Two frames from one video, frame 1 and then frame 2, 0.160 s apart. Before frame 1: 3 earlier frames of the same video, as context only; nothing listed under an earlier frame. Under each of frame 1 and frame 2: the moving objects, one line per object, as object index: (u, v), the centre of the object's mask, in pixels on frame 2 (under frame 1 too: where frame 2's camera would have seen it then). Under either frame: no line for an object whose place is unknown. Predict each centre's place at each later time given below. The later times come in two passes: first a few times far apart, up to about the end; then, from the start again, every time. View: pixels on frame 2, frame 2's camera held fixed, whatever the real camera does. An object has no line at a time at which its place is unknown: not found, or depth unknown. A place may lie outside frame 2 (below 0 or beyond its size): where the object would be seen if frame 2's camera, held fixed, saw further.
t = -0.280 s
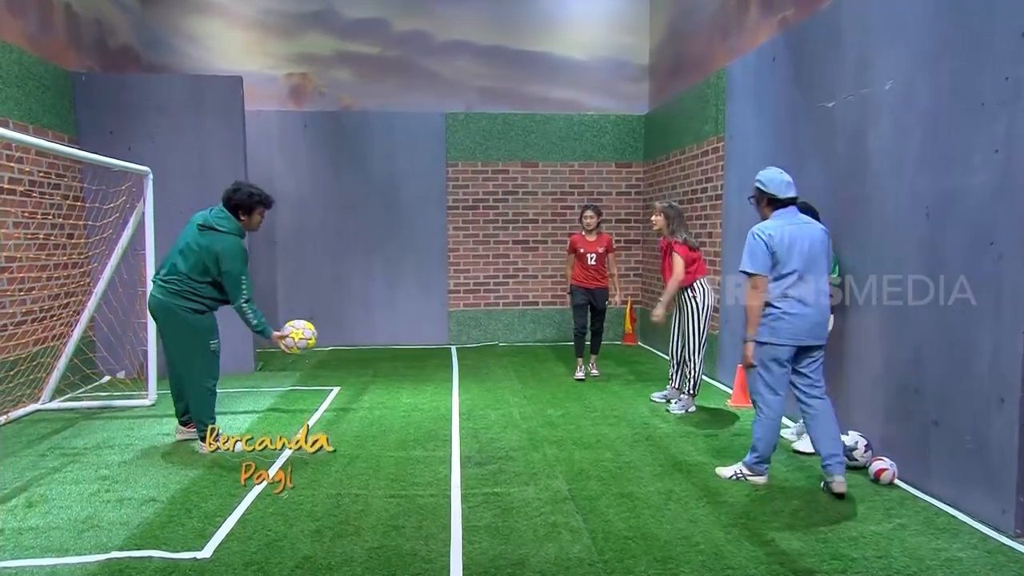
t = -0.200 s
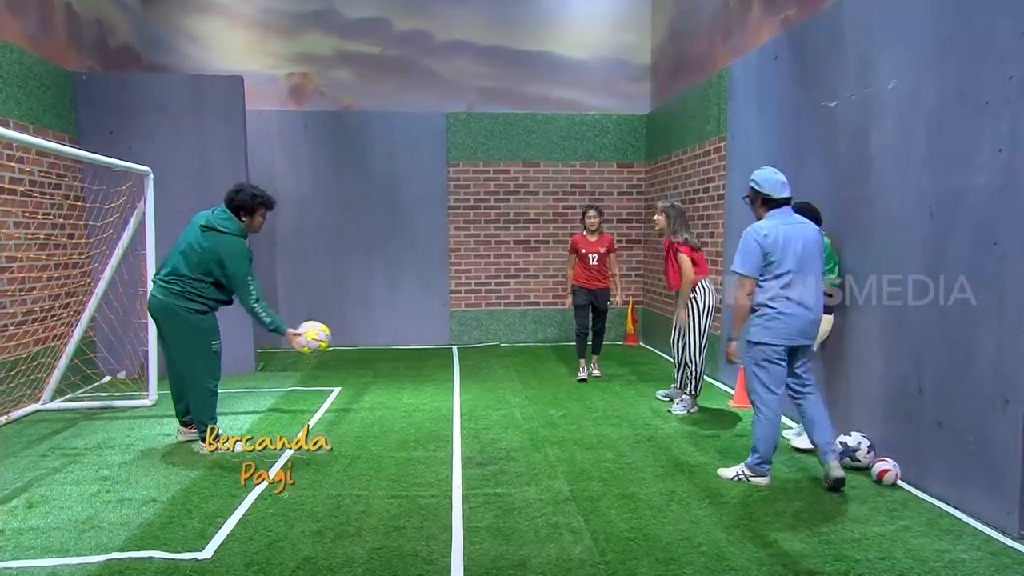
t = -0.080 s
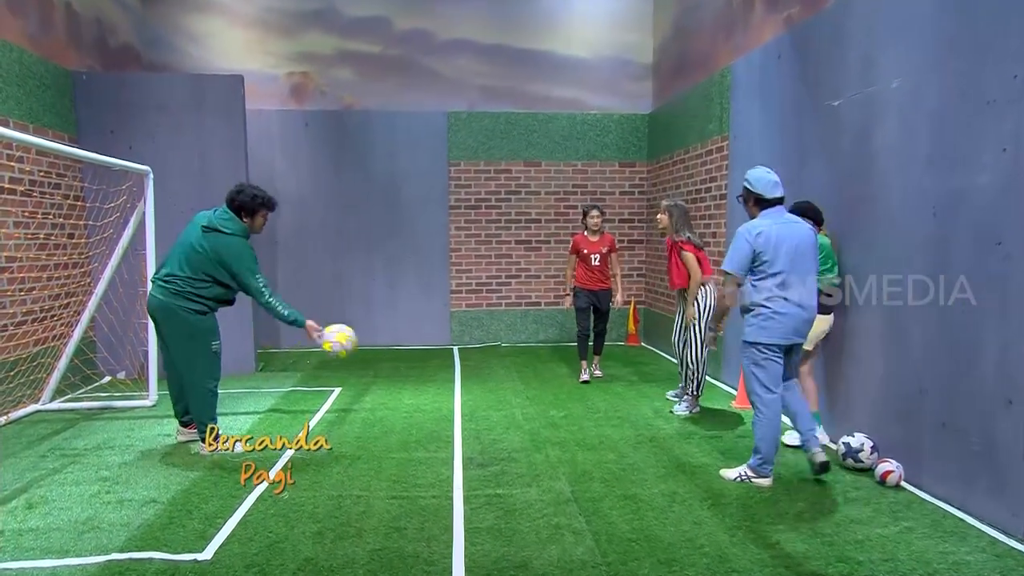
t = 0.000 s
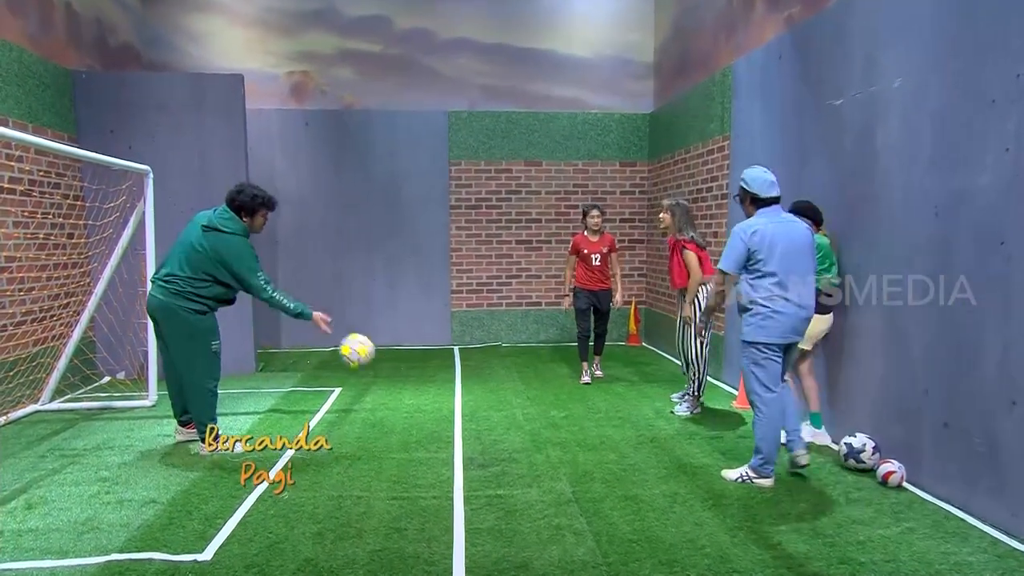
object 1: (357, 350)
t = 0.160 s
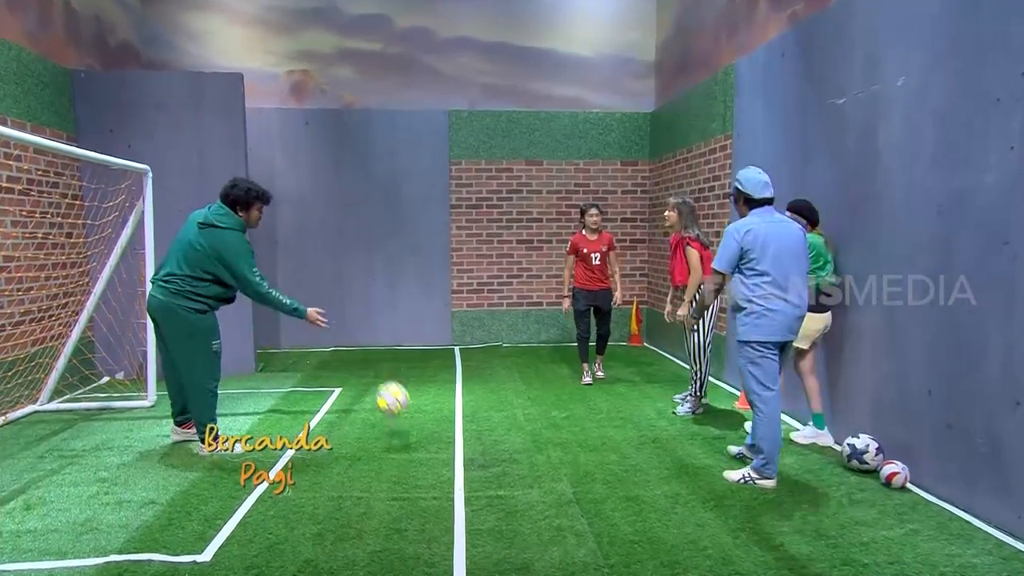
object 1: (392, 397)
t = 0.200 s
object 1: (401, 417)
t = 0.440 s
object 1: (445, 387)
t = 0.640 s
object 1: (482, 403)
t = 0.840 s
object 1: (514, 406)
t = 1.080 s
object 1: (551, 419)
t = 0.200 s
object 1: (401, 417)
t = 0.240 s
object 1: (409, 429)
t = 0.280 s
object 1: (417, 415)
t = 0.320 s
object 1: (424, 404)
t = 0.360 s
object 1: (430, 395)
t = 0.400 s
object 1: (438, 390)
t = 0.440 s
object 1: (445, 387)
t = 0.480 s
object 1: (452, 386)
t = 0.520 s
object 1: (460, 387)
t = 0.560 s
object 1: (467, 390)
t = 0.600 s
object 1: (474, 395)
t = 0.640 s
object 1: (482, 403)
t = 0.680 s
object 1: (489, 415)
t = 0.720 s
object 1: (495, 425)
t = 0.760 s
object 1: (501, 418)
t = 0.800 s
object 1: (508, 410)
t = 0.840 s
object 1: (514, 406)
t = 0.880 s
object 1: (519, 405)
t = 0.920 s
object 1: (525, 405)
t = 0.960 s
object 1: (532, 408)
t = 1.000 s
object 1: (537, 415)
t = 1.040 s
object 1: (544, 420)
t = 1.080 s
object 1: (551, 419)
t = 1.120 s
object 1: (558, 418)
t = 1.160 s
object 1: (566, 418)
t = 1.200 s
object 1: (573, 419)
